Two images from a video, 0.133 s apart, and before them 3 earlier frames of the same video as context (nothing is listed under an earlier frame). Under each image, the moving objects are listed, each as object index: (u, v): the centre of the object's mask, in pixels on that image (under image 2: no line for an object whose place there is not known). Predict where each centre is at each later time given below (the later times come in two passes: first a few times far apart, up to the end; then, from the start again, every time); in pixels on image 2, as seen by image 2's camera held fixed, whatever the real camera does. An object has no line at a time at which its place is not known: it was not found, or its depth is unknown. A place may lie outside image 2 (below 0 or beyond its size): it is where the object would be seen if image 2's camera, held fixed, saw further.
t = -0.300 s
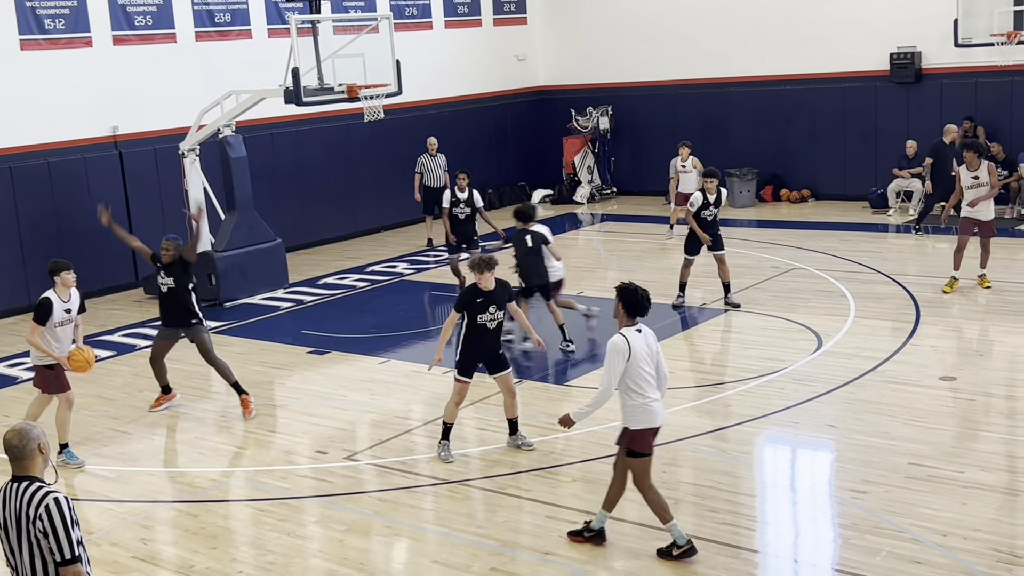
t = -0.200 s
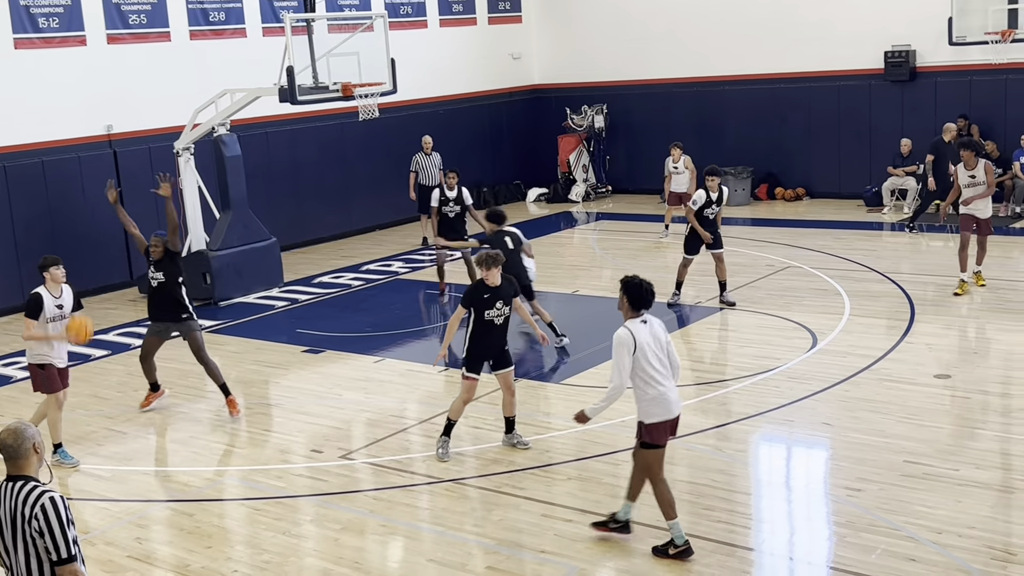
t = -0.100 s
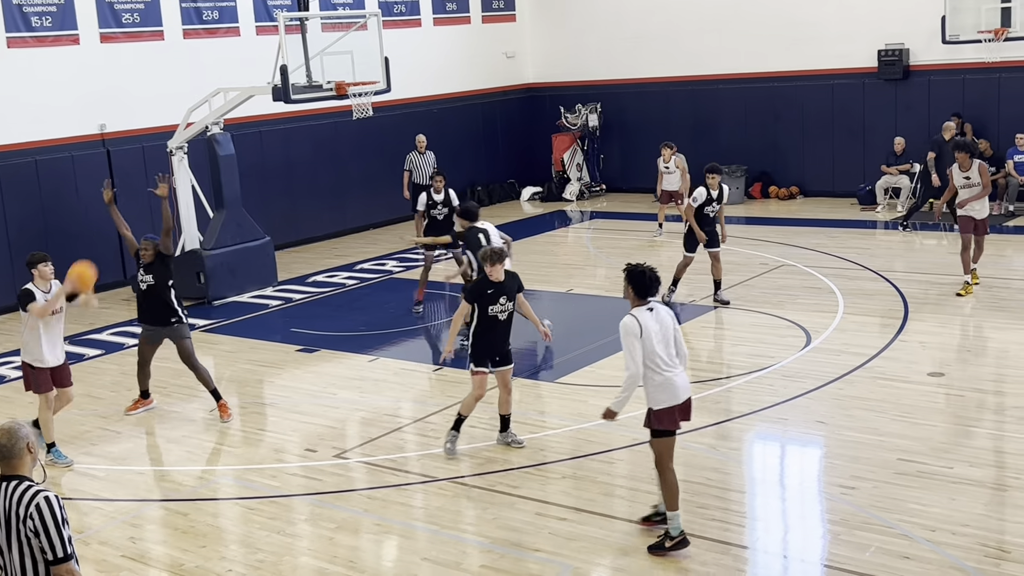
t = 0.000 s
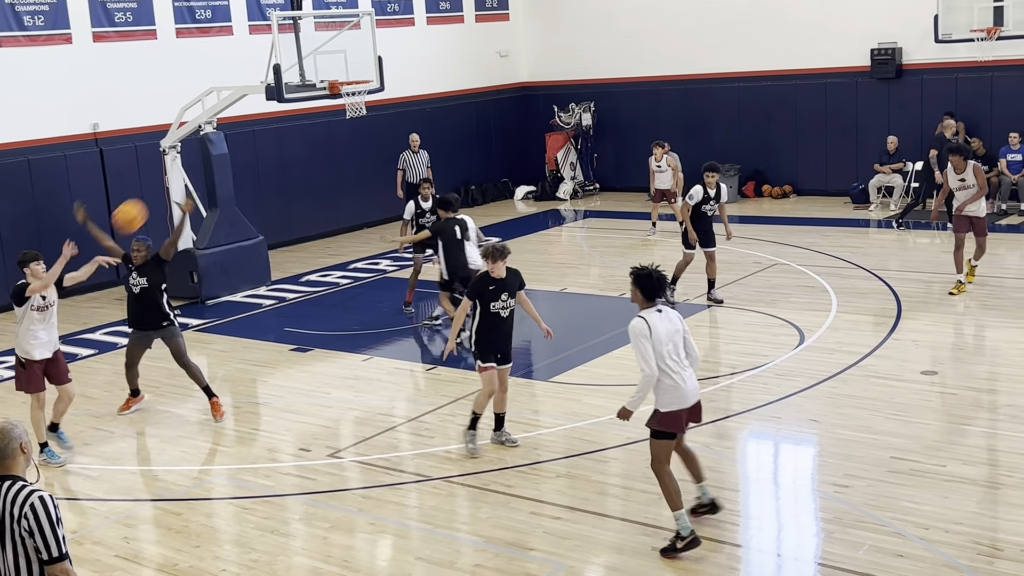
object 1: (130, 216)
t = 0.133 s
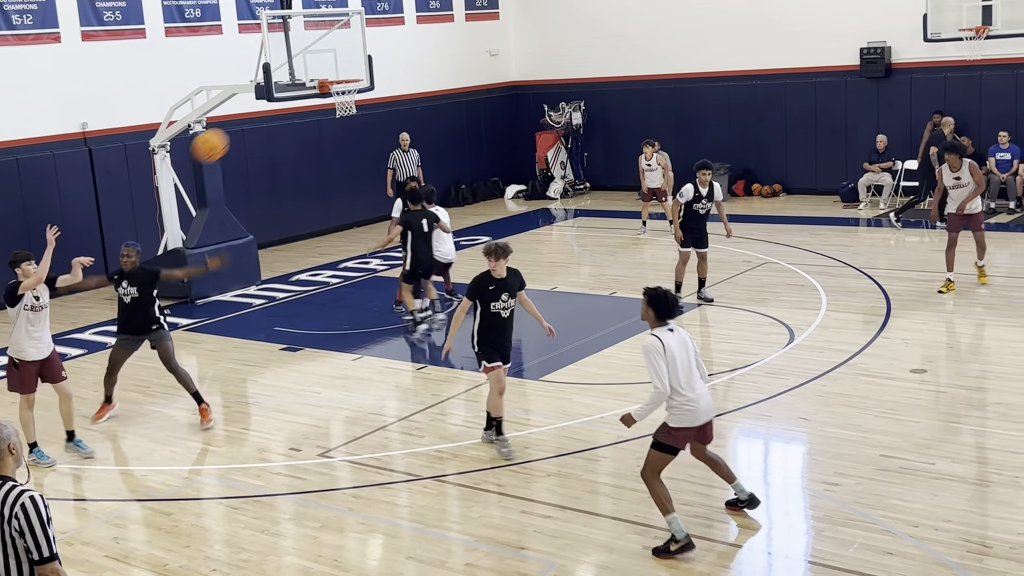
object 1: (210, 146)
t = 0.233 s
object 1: (284, 105)
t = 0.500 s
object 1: (500, 49)
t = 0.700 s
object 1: (682, 65)
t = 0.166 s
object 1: (235, 131)
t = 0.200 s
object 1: (259, 118)
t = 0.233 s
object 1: (284, 105)
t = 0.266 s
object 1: (311, 92)
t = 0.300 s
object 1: (334, 84)
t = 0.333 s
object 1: (362, 73)
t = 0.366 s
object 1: (390, 66)
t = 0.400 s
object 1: (416, 59)
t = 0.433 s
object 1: (443, 54)
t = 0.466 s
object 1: (472, 51)
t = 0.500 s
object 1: (500, 49)
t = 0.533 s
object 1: (529, 48)
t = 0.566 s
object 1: (559, 48)
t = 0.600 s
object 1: (589, 50)
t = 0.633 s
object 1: (619, 52)
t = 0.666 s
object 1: (650, 57)
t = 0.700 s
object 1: (682, 65)
